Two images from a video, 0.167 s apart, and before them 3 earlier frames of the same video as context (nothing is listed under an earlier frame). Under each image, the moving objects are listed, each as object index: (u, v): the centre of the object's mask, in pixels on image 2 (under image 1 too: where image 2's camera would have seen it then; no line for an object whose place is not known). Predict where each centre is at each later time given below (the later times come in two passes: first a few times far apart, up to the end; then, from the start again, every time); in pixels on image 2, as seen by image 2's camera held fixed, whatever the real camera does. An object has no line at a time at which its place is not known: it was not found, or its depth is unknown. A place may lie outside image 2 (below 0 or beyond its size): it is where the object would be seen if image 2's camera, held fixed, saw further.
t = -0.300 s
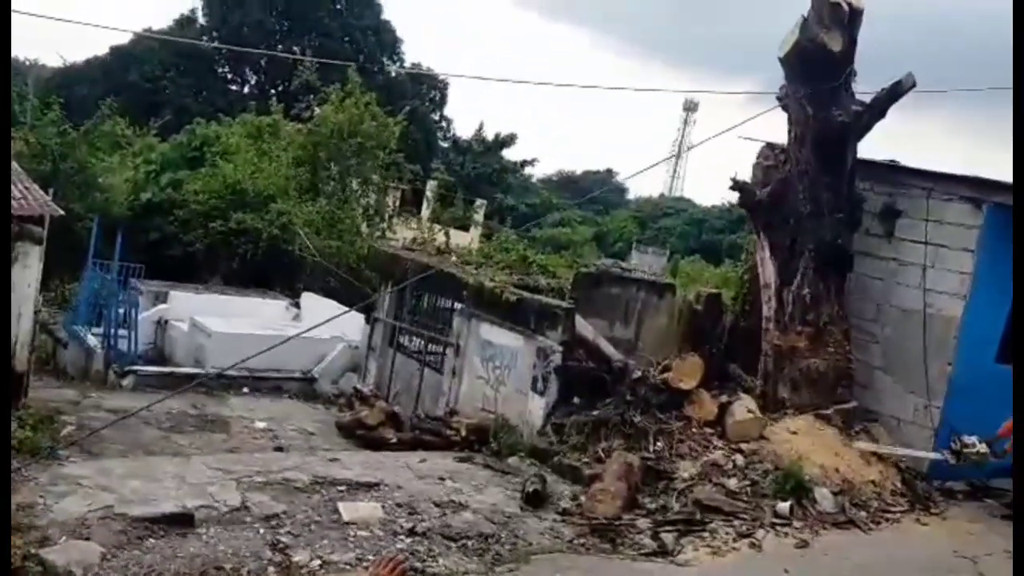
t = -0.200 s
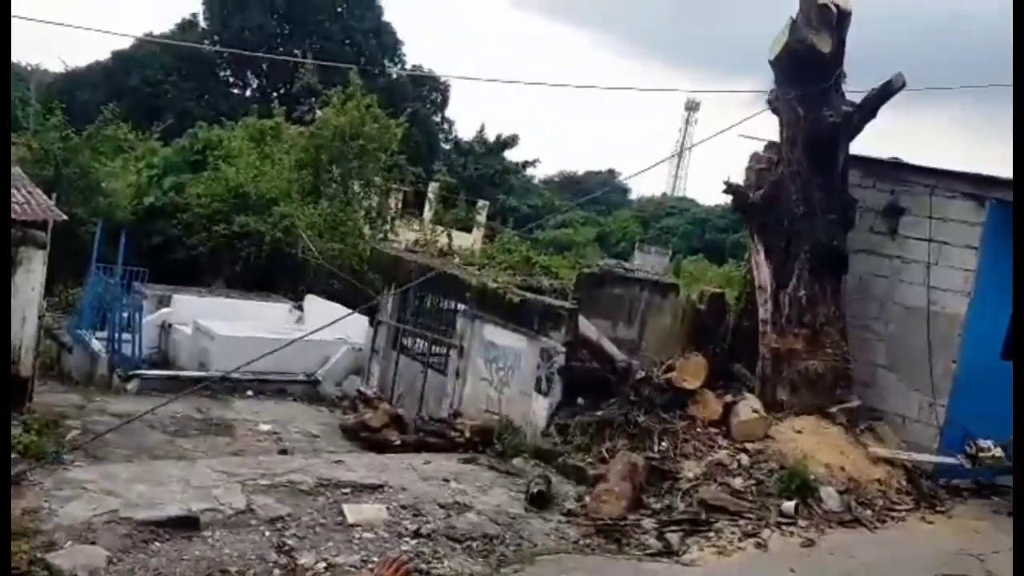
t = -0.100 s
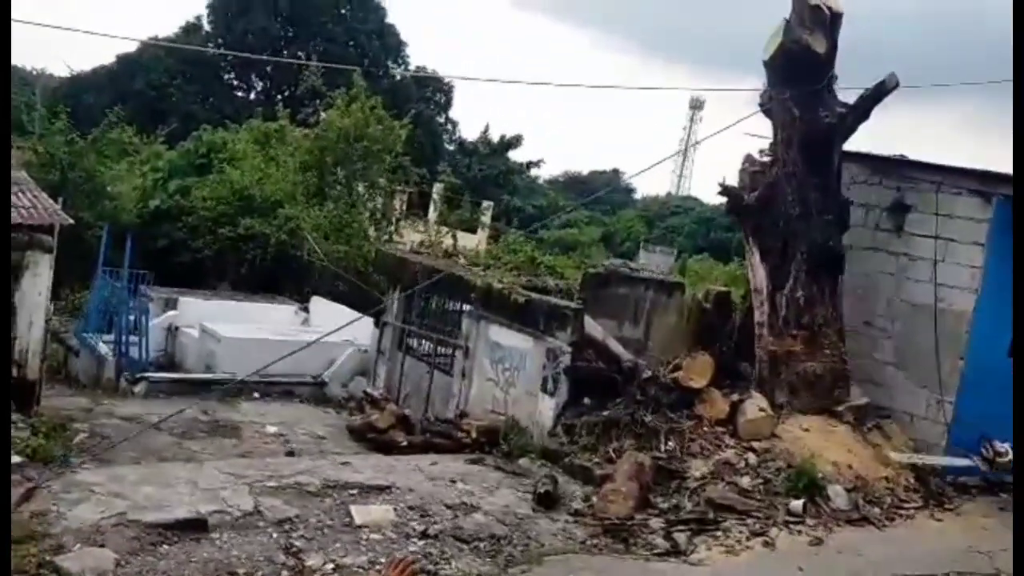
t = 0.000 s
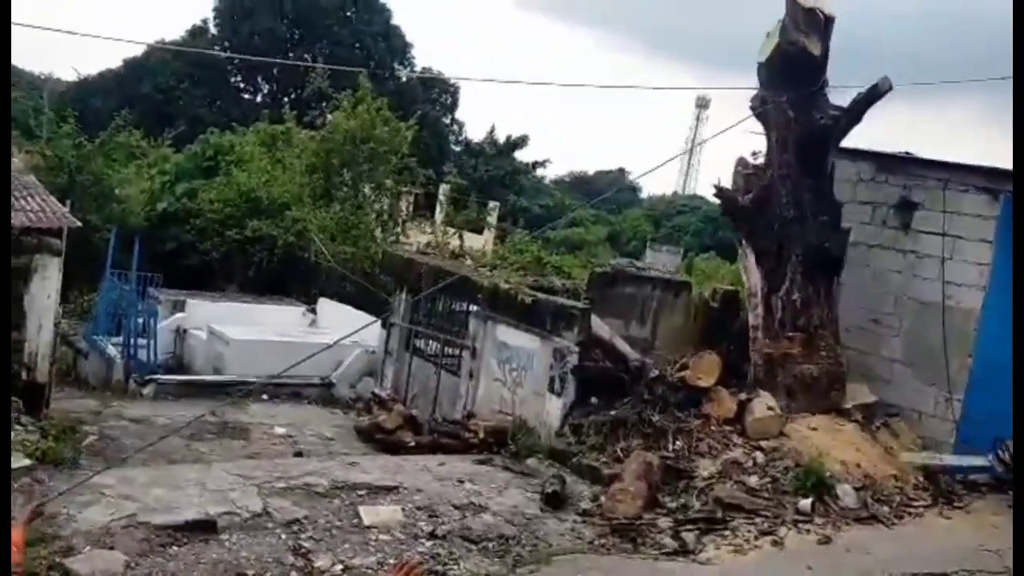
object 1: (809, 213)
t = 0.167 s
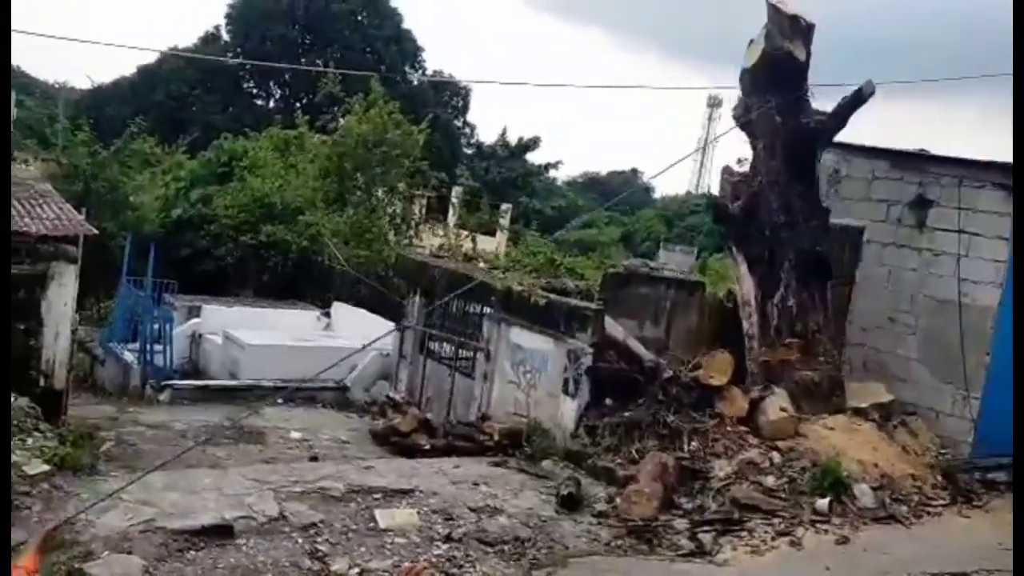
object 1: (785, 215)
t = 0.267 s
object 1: (770, 219)
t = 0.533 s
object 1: (726, 224)
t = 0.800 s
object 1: (679, 239)
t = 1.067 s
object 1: (650, 254)
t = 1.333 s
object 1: (627, 276)
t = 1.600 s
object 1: (604, 270)
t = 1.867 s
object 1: (556, 276)
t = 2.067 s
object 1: (553, 300)
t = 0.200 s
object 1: (780, 216)
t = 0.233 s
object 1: (775, 218)
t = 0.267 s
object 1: (770, 219)
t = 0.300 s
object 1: (765, 221)
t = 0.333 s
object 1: (760, 222)
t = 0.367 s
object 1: (754, 222)
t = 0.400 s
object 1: (749, 222)
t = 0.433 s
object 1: (743, 224)
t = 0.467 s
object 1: (737, 224)
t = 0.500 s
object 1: (732, 224)
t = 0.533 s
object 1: (726, 224)
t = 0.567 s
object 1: (719, 227)
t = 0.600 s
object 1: (713, 229)
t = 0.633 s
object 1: (707, 232)
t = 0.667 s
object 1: (701, 233)
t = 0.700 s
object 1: (695, 234)
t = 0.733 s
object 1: (690, 234)
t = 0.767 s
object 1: (686, 236)
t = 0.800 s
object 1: (679, 239)
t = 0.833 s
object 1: (674, 239)
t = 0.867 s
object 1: (671, 240)
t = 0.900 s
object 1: (667, 248)
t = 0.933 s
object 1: (662, 248)
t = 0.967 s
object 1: (658, 249)
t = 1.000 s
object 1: (655, 251)
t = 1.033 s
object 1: (653, 252)
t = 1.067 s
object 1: (650, 254)
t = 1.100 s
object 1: (646, 255)
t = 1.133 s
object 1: (644, 259)
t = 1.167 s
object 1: (643, 260)
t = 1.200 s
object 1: (639, 261)
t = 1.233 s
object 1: (637, 263)
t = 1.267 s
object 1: (631, 262)
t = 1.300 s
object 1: (634, 273)
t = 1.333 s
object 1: (627, 276)
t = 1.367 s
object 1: (630, 278)
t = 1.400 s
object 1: (633, 282)
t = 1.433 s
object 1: (627, 286)
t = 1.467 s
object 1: (597, 274)
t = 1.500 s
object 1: (594, 270)
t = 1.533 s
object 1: (605, 268)
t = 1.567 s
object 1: (595, 269)
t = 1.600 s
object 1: (604, 270)
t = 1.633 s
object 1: (603, 271)
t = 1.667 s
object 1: (605, 271)
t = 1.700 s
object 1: (575, 272)
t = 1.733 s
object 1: (570, 276)
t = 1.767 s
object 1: (565, 276)
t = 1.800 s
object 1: (581, 277)
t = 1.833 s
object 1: (560, 274)
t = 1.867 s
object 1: (556, 276)
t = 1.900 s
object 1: (556, 275)
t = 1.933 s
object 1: (550, 278)
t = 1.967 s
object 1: (568, 282)
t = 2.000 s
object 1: (561, 290)
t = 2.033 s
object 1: (554, 298)
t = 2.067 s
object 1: (553, 300)
